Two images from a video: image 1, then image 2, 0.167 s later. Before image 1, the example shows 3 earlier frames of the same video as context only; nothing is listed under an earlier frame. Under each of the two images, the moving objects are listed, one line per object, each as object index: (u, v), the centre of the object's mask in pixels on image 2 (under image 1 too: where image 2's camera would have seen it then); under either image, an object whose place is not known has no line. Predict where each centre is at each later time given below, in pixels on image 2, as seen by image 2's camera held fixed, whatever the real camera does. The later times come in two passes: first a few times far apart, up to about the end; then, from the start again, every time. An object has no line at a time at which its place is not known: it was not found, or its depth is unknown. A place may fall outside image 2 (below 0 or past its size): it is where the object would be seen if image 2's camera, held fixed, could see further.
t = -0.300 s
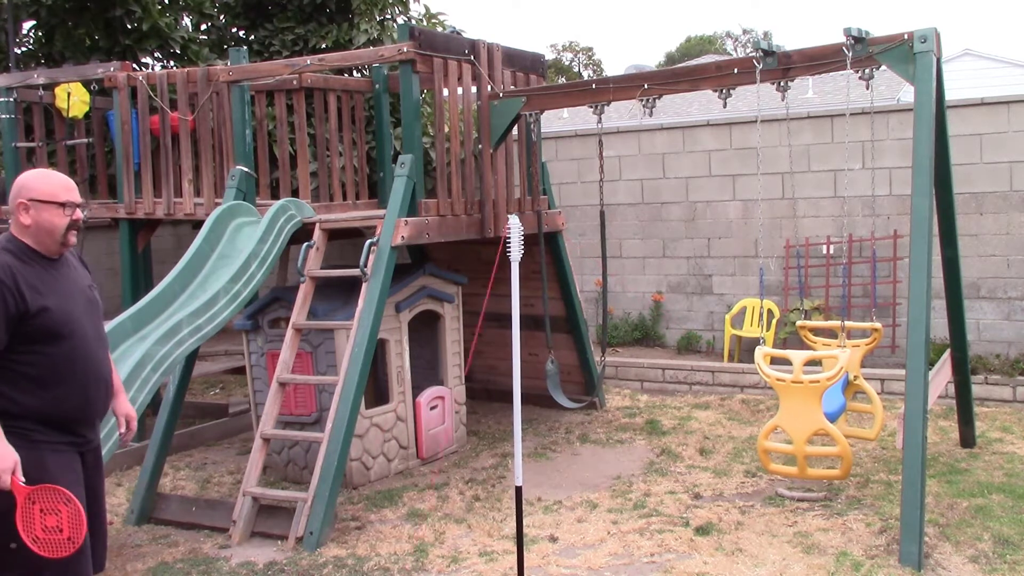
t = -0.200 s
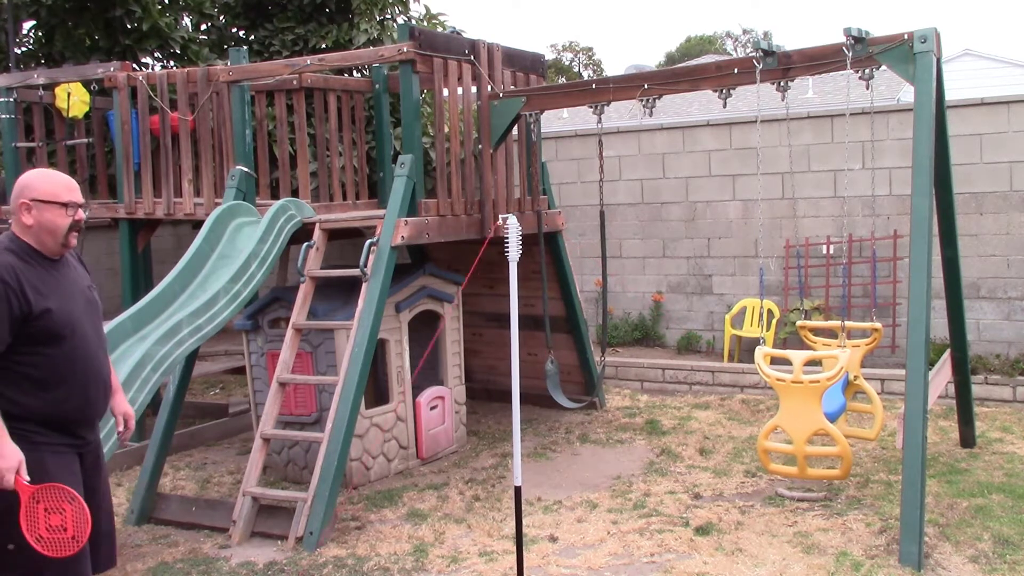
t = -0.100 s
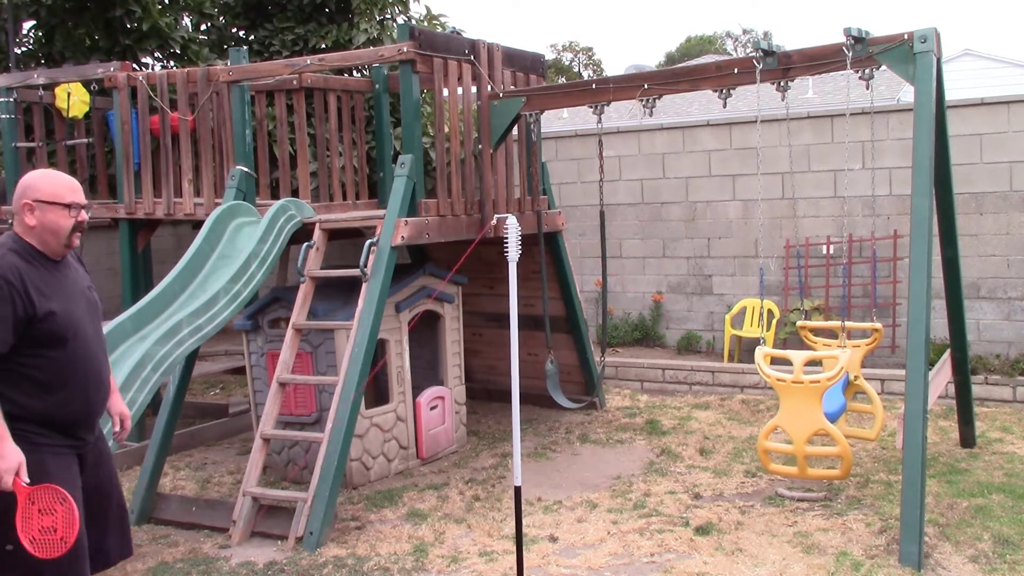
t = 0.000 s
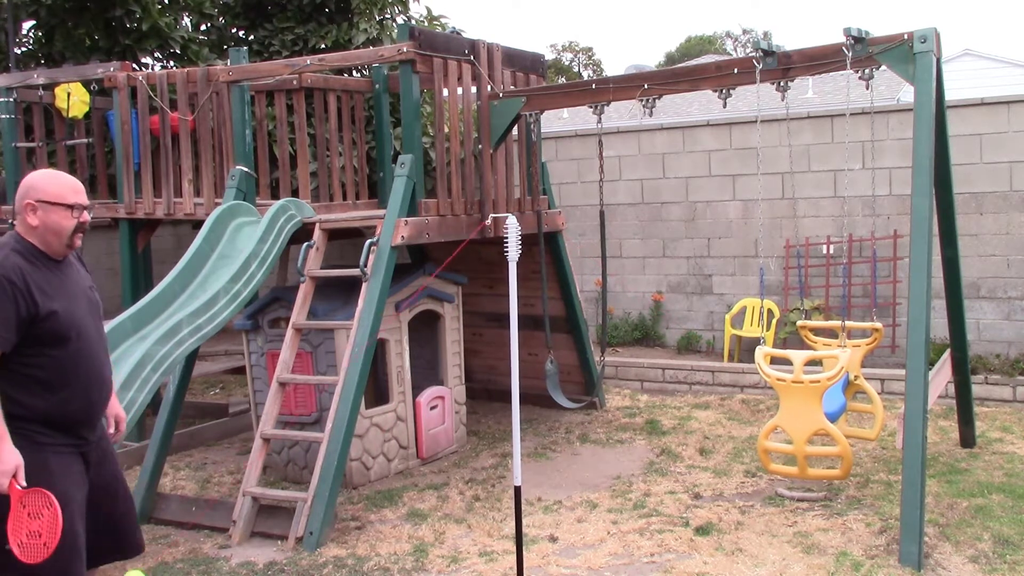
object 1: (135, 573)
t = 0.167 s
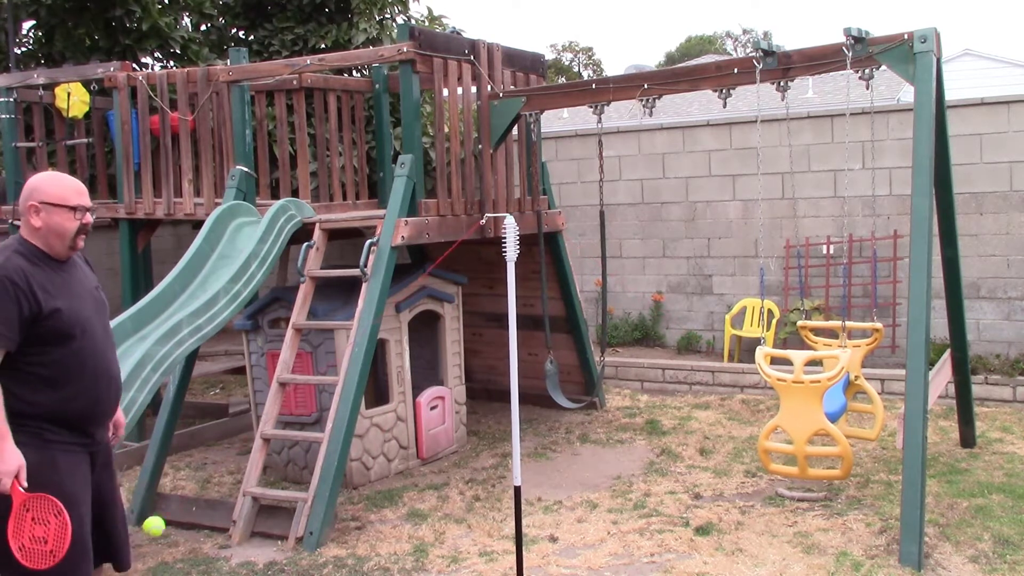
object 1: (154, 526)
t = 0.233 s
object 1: (180, 514)
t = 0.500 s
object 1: (345, 503)
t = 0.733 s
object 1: (534, 514)
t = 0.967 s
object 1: (722, 527)
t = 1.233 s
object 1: (877, 547)
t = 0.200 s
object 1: (166, 519)
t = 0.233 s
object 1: (180, 514)
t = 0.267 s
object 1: (196, 509)
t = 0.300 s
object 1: (213, 506)
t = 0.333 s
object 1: (232, 504)
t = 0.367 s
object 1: (254, 502)
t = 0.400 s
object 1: (274, 502)
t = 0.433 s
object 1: (297, 501)
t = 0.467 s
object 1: (321, 502)
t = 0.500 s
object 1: (345, 503)
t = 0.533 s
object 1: (371, 504)
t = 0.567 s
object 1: (398, 505)
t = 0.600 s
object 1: (424, 508)
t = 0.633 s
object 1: (452, 509)
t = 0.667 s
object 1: (479, 511)
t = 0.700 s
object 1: (506, 512)
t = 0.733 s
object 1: (534, 514)
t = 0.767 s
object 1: (562, 516)
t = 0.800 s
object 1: (589, 518)
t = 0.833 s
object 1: (616, 520)
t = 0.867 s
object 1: (643, 521)
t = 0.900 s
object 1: (671, 523)
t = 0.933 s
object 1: (697, 525)
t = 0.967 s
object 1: (722, 527)
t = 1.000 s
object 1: (746, 529)
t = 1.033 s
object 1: (770, 530)
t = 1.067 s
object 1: (792, 532)
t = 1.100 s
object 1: (812, 535)
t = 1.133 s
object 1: (831, 537)
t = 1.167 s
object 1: (848, 539)
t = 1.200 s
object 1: (863, 543)
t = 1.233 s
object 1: (877, 547)
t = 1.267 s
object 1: (888, 552)
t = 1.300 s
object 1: (897, 558)
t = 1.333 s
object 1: (903, 566)
